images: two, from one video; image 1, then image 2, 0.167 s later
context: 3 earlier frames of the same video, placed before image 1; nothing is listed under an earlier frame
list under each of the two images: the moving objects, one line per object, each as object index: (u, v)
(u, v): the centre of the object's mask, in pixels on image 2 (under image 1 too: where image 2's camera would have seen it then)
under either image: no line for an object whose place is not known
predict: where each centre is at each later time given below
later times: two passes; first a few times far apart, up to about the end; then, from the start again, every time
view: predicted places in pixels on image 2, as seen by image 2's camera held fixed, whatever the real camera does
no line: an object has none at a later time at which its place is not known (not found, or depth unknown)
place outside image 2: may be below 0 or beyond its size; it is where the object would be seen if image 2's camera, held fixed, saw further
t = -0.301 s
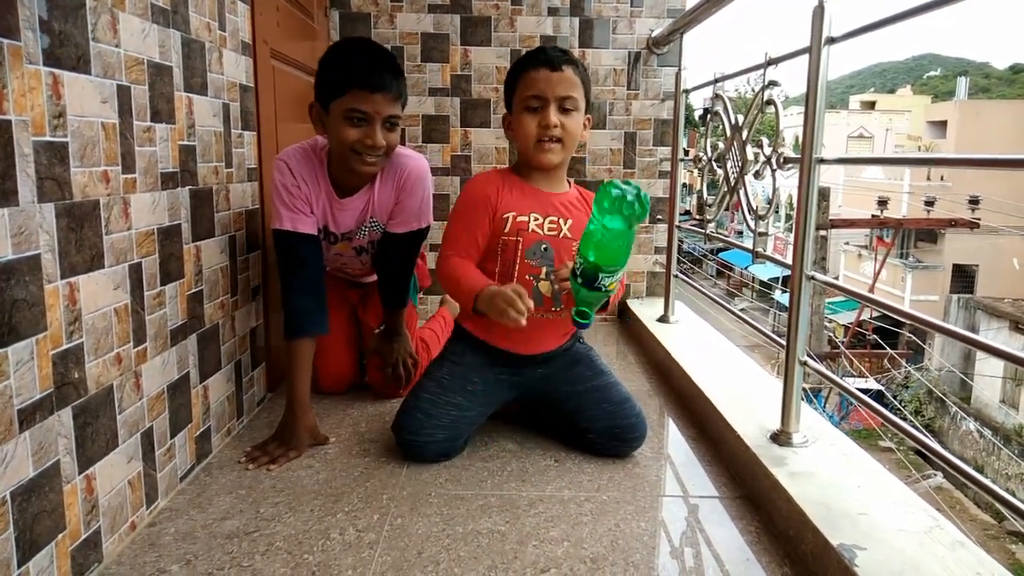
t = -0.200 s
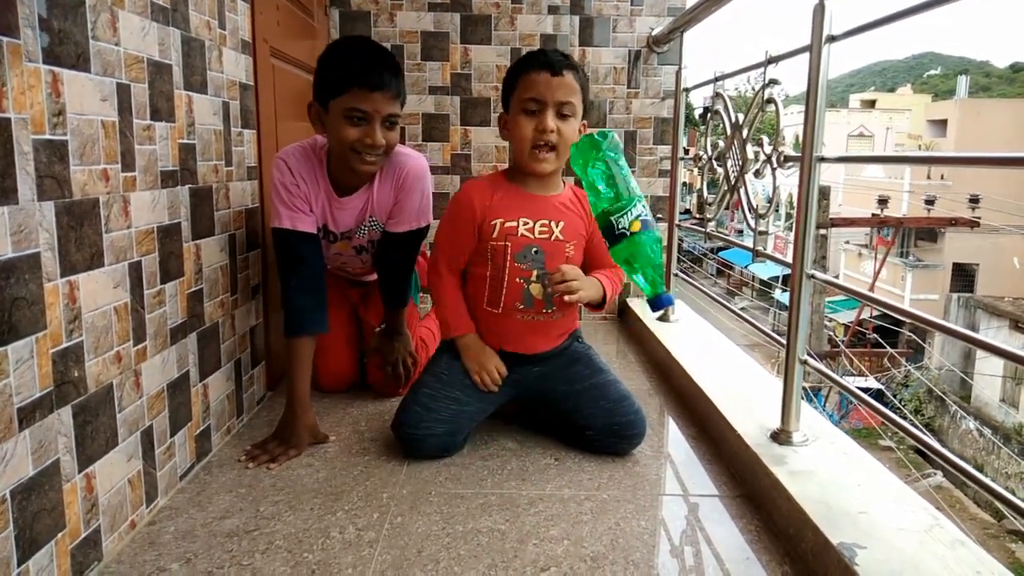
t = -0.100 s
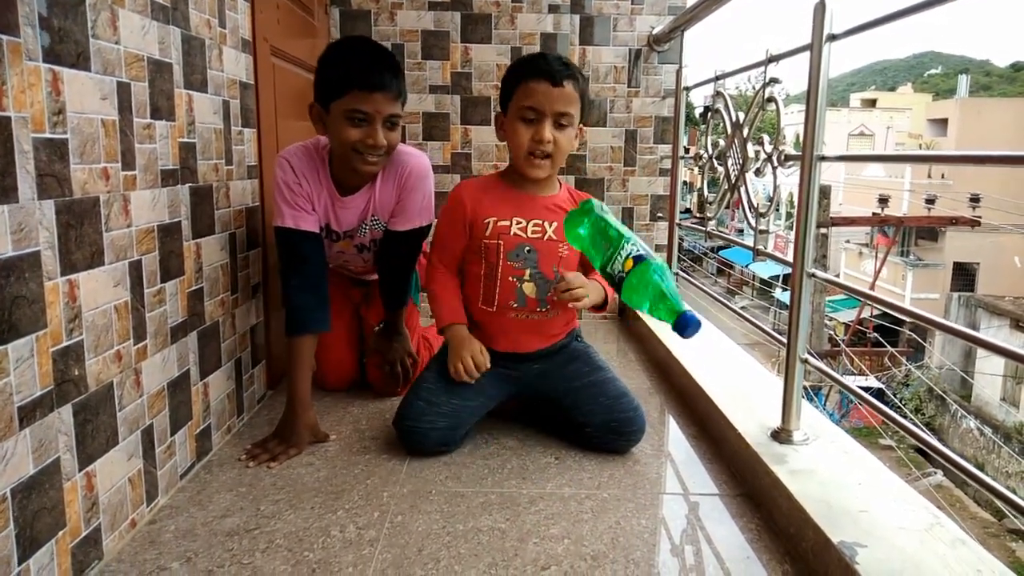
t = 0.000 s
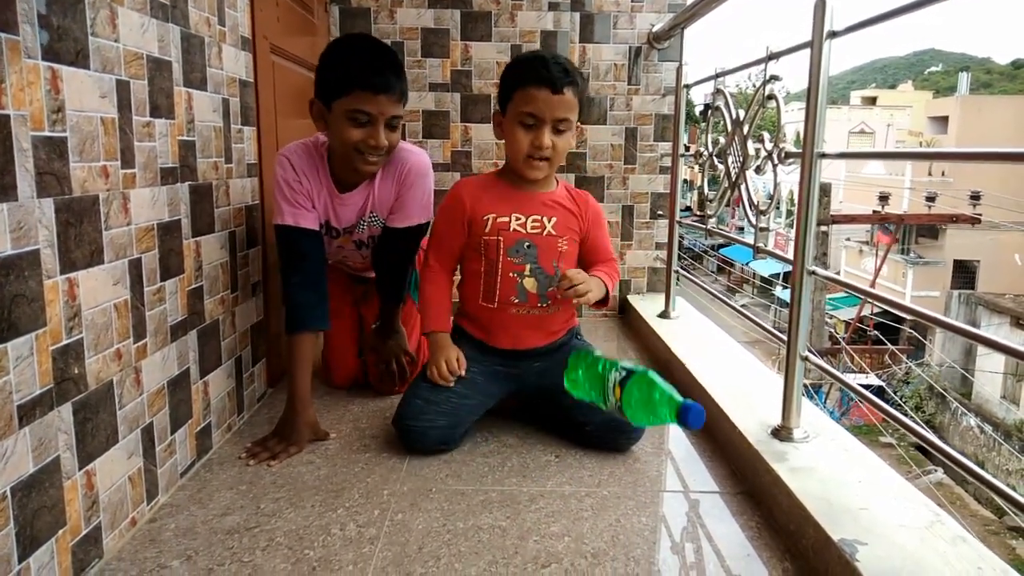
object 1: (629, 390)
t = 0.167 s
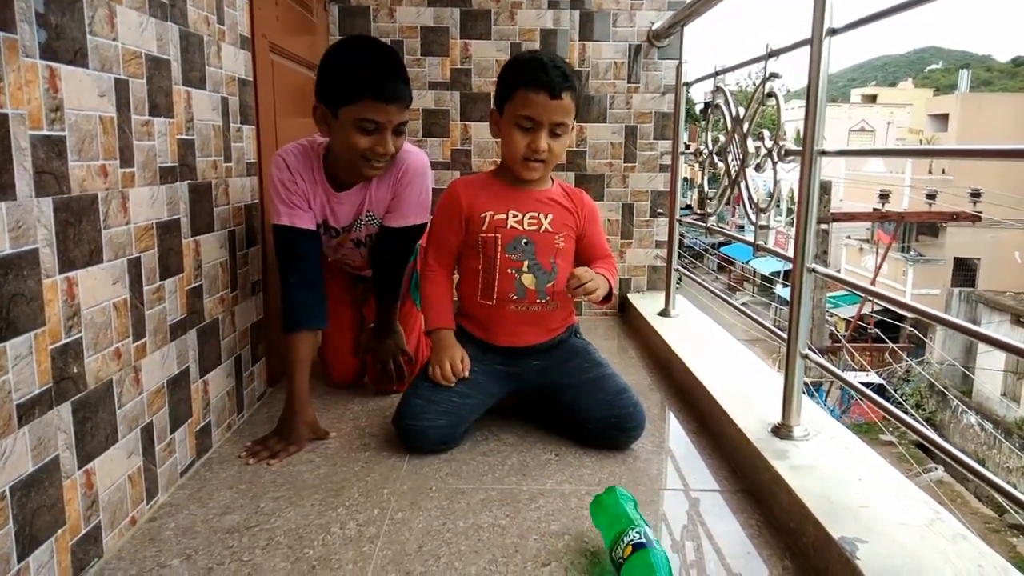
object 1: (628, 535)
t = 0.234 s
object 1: (637, 537)
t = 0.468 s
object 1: (662, 543)
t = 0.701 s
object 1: (684, 545)
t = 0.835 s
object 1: (697, 543)
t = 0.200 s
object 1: (632, 535)
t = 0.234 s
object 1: (637, 537)
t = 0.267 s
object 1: (642, 541)
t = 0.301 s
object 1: (646, 541)
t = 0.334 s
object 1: (651, 541)
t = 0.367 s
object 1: (654, 542)
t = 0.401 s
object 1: (657, 542)
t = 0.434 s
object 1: (659, 542)
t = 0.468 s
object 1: (662, 543)
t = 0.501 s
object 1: (665, 544)
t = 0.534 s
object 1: (669, 544)
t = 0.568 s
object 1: (672, 544)
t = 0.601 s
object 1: (675, 544)
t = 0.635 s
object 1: (677, 544)
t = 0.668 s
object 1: (680, 543)
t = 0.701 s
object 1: (684, 545)
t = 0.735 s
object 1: (689, 544)
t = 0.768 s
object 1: (693, 544)
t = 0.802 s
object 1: (695, 543)
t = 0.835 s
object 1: (697, 543)
